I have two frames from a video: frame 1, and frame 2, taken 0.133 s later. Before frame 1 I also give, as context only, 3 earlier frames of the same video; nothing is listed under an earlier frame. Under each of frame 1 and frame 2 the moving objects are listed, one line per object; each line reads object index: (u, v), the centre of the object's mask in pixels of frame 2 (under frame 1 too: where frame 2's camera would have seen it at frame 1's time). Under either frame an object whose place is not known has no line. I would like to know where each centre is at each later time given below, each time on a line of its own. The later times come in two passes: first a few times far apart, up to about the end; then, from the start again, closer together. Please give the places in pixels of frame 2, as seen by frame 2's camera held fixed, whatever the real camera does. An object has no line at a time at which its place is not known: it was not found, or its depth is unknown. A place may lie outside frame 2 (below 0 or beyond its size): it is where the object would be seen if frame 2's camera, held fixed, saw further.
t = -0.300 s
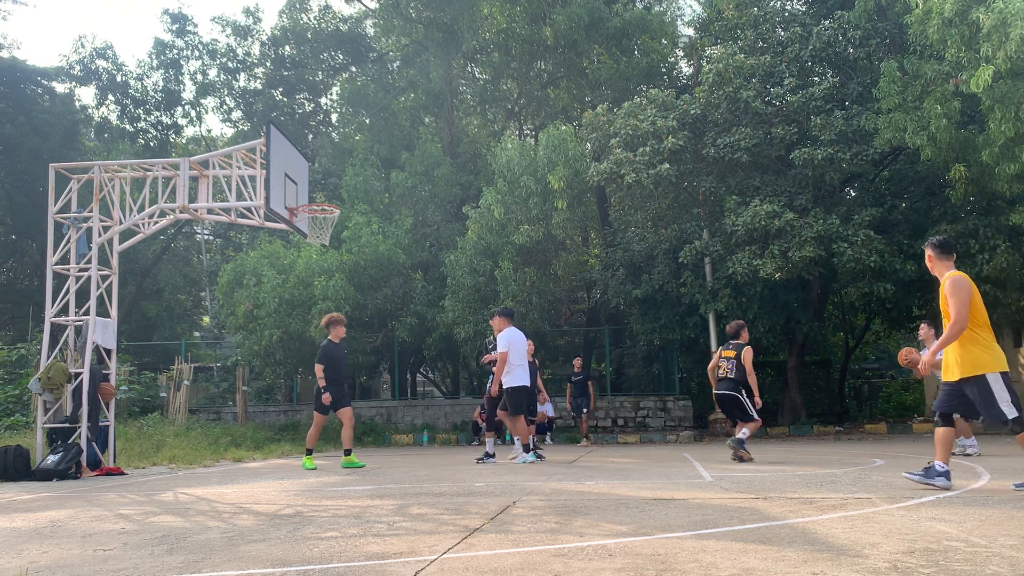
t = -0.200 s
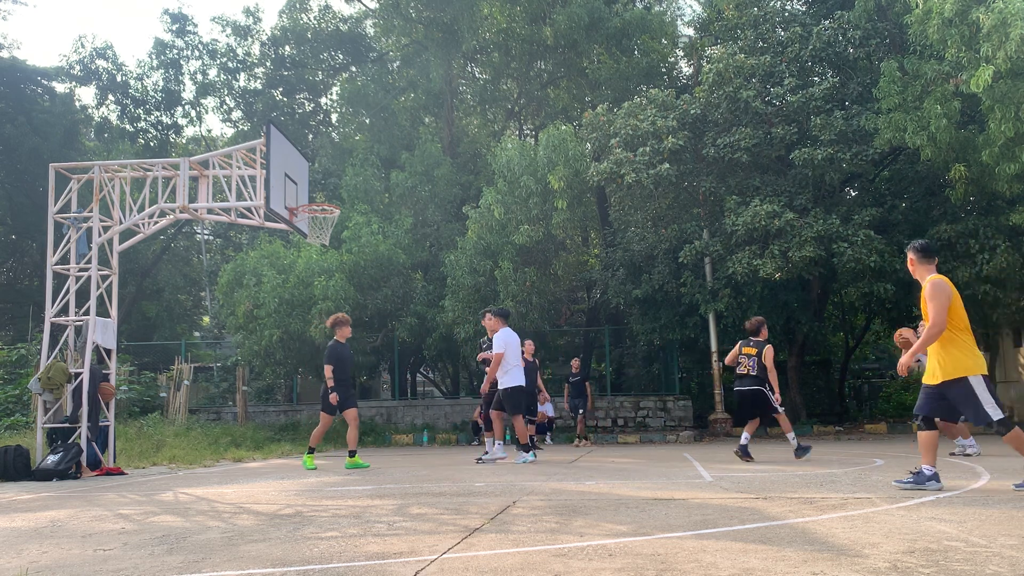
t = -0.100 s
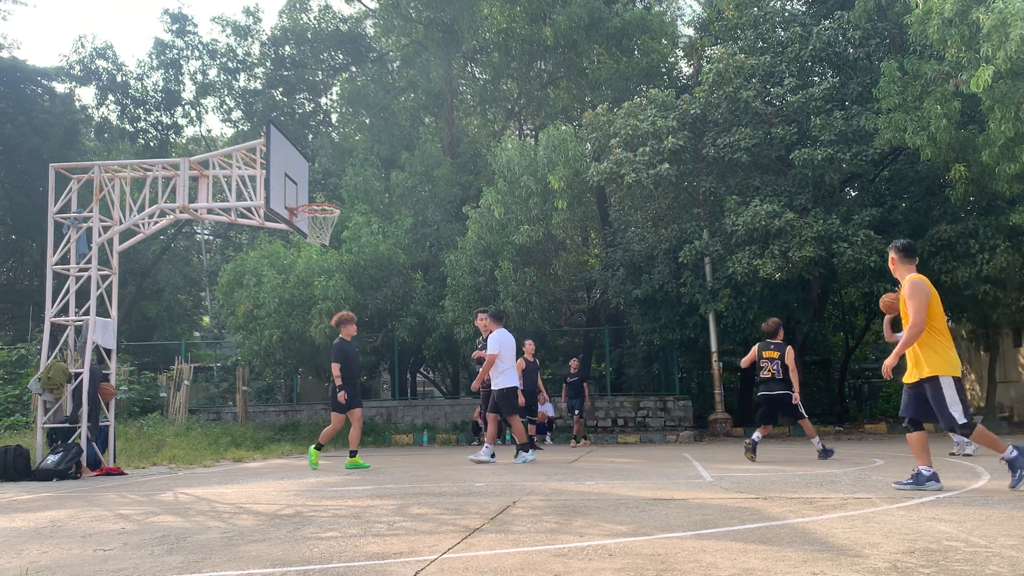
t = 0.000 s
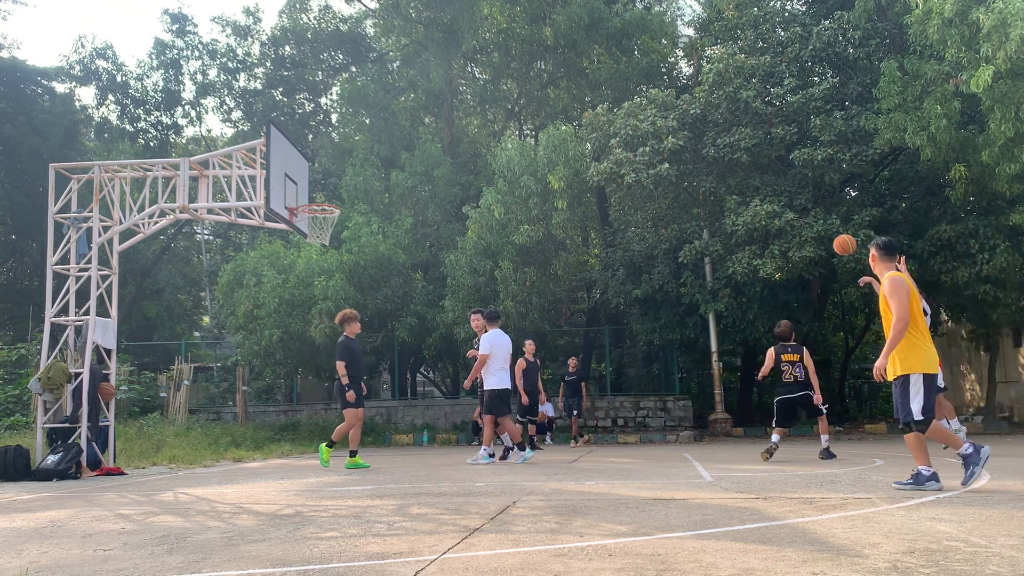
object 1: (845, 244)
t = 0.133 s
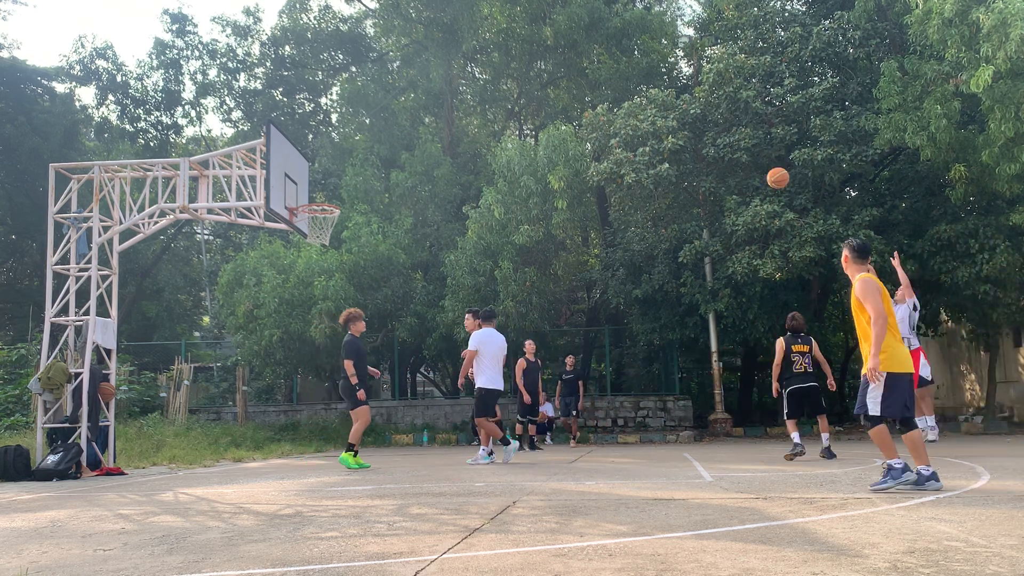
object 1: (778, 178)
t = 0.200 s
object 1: (746, 151)
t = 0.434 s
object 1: (640, 87)
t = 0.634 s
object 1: (557, 69)
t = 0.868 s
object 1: (463, 86)
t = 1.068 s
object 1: (385, 135)
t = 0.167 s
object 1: (762, 164)
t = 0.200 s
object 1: (746, 151)
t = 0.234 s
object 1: (730, 139)
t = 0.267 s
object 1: (715, 128)
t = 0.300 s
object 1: (699, 118)
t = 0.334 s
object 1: (684, 109)
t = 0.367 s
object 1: (670, 100)
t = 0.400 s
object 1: (655, 93)
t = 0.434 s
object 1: (640, 87)
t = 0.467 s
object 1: (626, 82)
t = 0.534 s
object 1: (598, 74)
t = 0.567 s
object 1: (584, 71)
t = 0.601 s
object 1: (570, 69)
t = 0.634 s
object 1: (557, 69)
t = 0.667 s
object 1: (543, 69)
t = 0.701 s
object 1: (529, 70)
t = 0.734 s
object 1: (516, 71)
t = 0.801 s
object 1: (489, 78)
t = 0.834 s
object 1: (476, 82)
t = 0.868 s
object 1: (463, 86)
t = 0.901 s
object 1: (450, 93)
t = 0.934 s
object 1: (437, 99)
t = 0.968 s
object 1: (424, 107)
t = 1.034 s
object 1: (398, 125)
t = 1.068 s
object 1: (385, 135)
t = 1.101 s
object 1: (372, 145)
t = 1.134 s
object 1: (359, 158)
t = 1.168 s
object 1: (346, 170)
